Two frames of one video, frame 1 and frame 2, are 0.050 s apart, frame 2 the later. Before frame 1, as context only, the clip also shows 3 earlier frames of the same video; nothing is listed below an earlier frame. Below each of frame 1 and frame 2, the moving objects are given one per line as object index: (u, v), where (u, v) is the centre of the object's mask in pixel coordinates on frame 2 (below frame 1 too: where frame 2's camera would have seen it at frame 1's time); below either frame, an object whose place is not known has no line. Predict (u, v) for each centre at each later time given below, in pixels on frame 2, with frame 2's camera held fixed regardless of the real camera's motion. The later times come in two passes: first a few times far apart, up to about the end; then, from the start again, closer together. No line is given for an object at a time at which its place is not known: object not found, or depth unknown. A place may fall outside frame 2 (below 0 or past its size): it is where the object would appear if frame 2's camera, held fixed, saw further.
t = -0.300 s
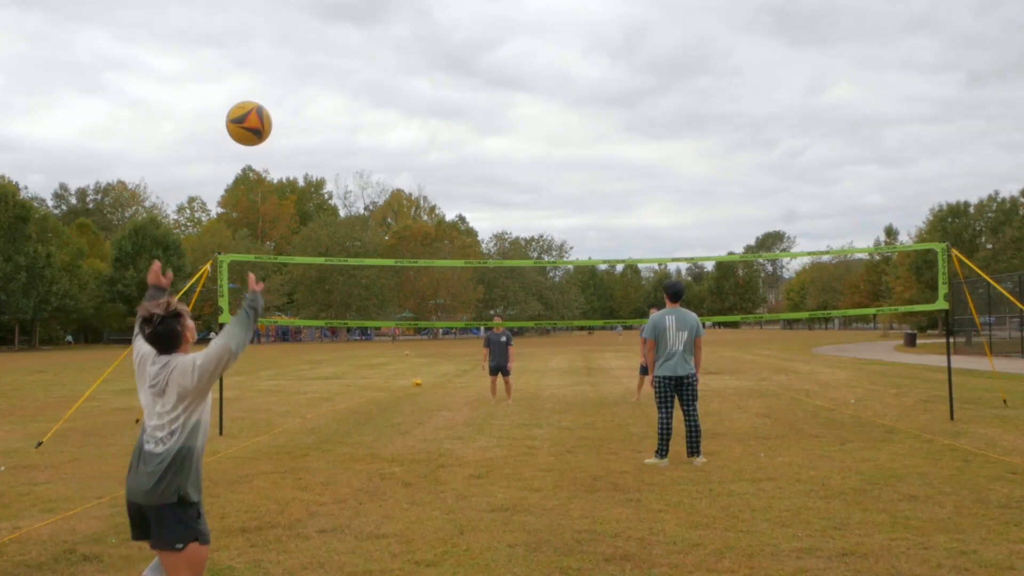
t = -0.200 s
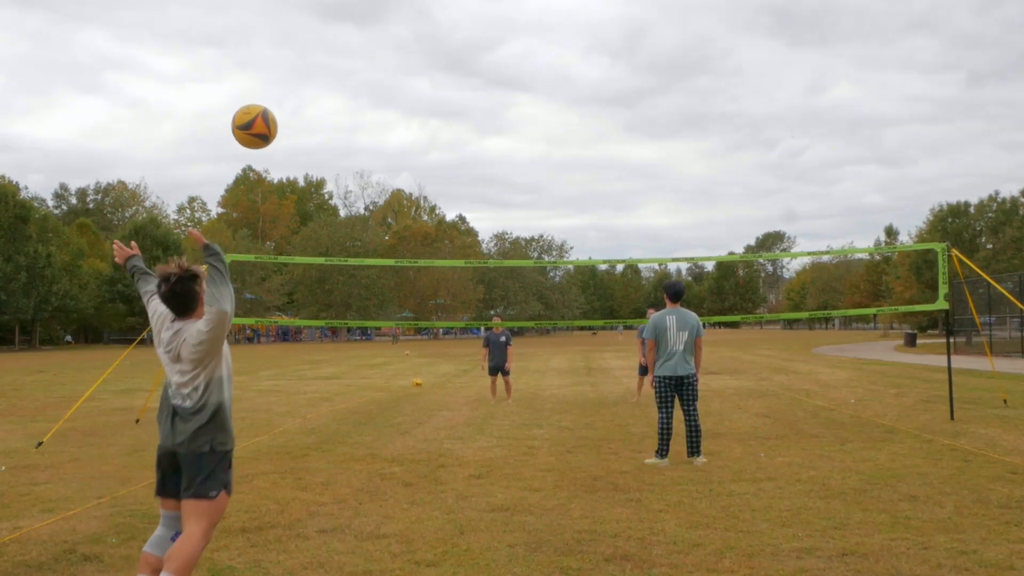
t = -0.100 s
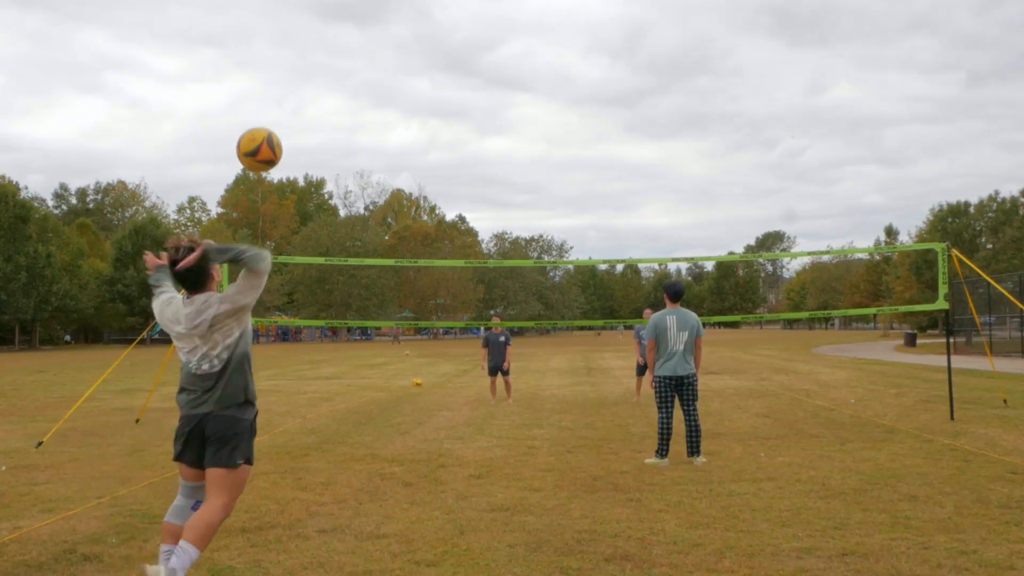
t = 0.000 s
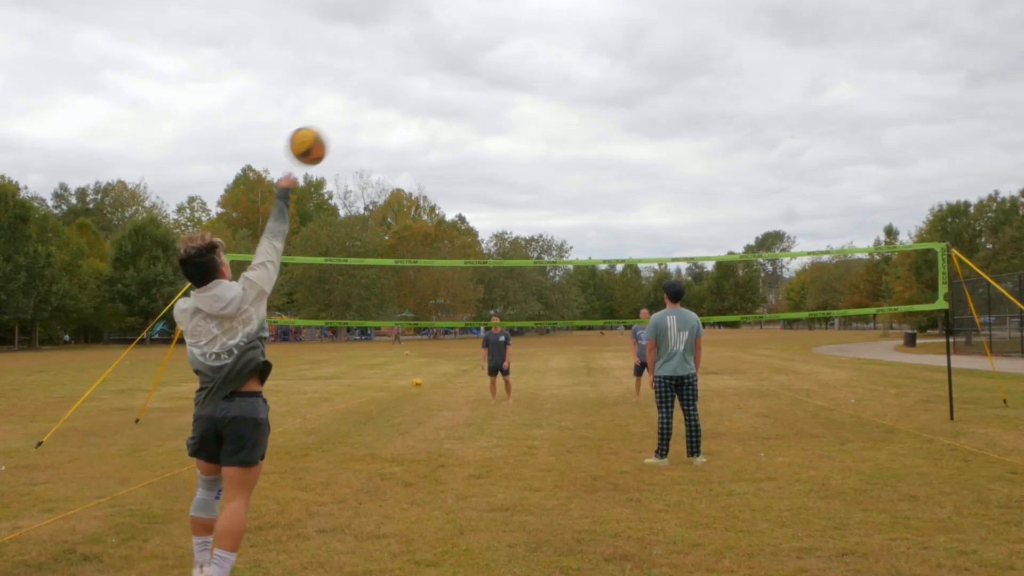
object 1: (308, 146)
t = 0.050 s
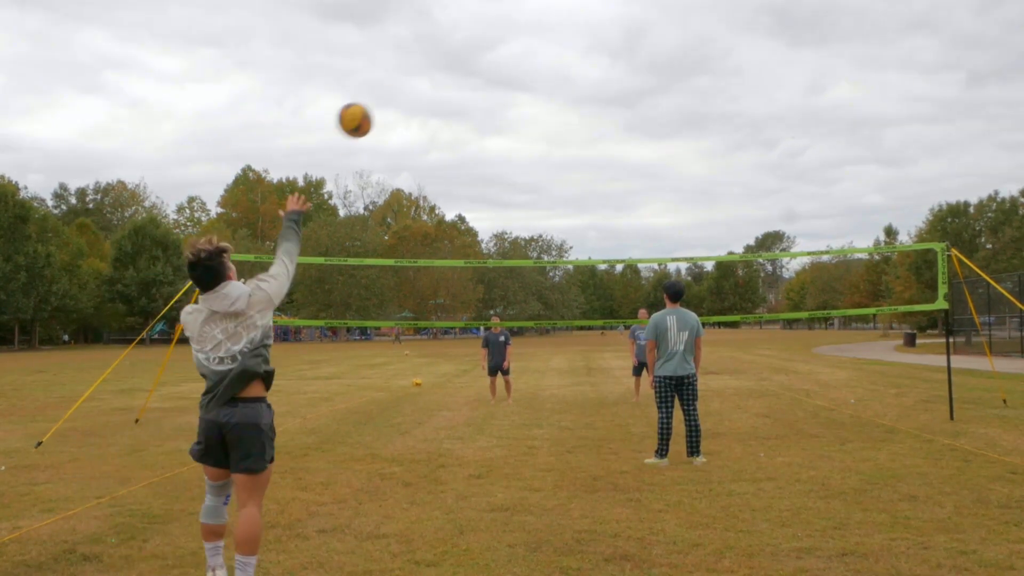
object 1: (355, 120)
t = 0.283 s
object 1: (483, 80)
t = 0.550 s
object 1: (550, 115)
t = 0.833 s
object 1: (590, 194)
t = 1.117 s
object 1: (617, 288)
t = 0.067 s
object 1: (369, 113)
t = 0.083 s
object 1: (381, 107)
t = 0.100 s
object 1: (393, 102)
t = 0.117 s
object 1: (404, 97)
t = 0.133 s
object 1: (414, 94)
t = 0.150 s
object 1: (424, 90)
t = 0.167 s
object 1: (433, 87)
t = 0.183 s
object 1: (442, 85)
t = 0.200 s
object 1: (450, 83)
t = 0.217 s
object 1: (457, 82)
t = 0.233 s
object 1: (464, 81)
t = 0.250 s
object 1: (471, 80)
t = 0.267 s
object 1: (477, 80)
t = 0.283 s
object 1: (483, 80)
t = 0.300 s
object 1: (488, 81)
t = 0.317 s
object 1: (494, 81)
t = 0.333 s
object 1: (499, 82)
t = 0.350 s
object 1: (504, 83)
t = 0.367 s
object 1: (508, 85)
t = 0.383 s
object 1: (513, 86)
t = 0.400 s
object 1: (518, 88)
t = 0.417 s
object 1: (522, 90)
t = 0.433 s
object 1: (526, 93)
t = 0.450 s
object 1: (530, 95)
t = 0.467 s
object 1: (534, 98)
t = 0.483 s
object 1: (537, 101)
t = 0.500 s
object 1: (541, 104)
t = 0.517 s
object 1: (544, 108)
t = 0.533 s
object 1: (547, 111)
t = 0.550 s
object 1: (550, 115)
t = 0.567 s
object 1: (553, 119)
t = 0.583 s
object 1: (556, 123)
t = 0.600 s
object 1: (559, 127)
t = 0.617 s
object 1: (561, 131)
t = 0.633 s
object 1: (564, 135)
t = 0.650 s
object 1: (566, 140)
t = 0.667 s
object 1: (569, 144)
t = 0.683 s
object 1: (571, 149)
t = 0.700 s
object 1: (573, 153)
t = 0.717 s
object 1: (575, 158)
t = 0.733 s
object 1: (578, 163)
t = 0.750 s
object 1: (580, 168)
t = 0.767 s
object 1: (582, 173)
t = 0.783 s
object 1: (584, 178)
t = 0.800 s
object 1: (586, 184)
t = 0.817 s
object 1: (588, 189)
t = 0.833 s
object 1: (590, 194)
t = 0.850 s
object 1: (591, 199)
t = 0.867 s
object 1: (593, 204)
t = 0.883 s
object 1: (595, 210)
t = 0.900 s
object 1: (597, 215)
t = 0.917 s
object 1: (599, 221)
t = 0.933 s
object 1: (600, 227)
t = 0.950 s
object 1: (602, 232)
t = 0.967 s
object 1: (603, 238)
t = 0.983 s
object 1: (605, 243)
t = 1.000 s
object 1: (607, 249)
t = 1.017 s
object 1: (608, 254)
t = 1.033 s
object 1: (610, 257)
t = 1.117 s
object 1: (617, 288)
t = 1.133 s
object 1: (618, 294)
